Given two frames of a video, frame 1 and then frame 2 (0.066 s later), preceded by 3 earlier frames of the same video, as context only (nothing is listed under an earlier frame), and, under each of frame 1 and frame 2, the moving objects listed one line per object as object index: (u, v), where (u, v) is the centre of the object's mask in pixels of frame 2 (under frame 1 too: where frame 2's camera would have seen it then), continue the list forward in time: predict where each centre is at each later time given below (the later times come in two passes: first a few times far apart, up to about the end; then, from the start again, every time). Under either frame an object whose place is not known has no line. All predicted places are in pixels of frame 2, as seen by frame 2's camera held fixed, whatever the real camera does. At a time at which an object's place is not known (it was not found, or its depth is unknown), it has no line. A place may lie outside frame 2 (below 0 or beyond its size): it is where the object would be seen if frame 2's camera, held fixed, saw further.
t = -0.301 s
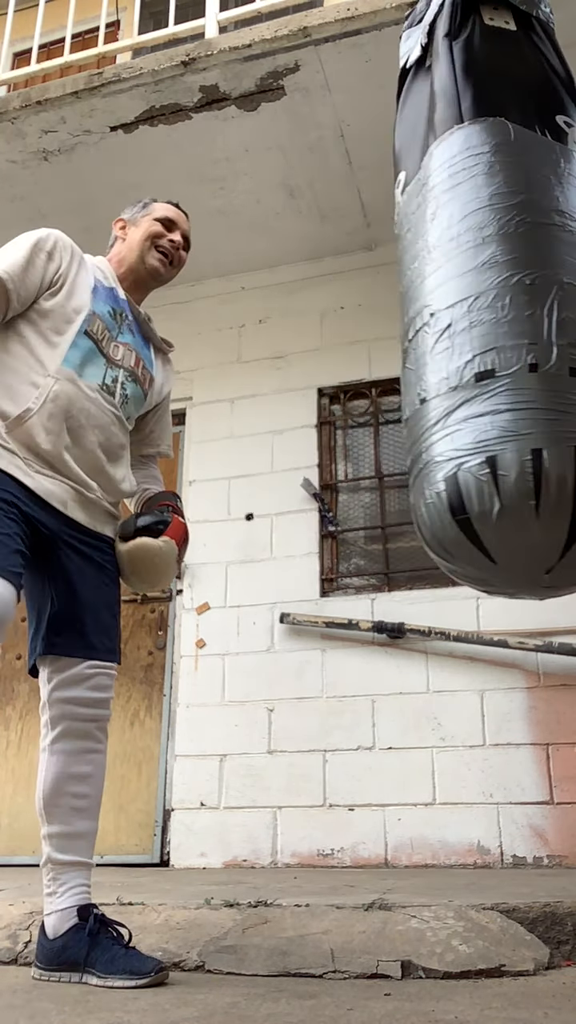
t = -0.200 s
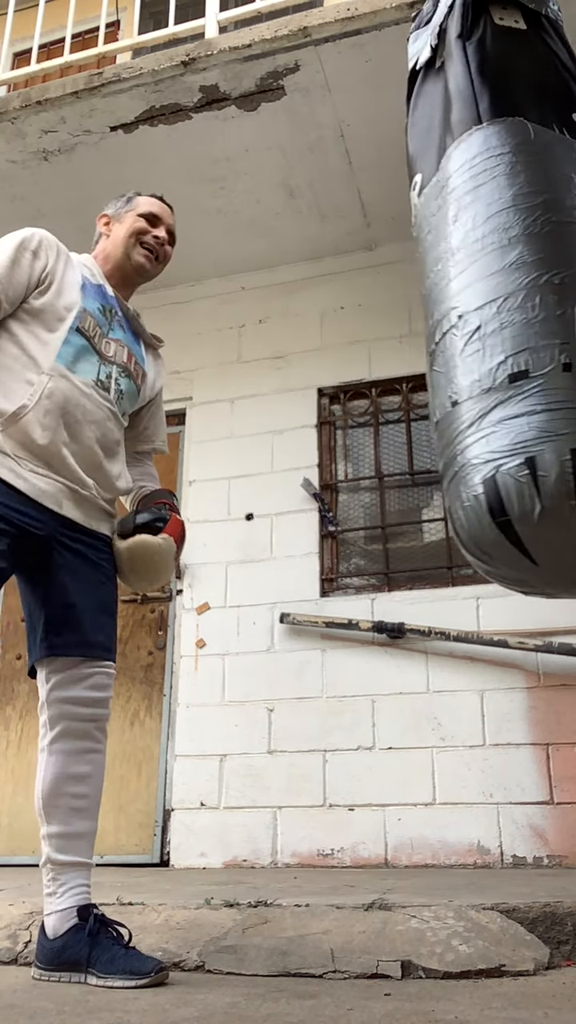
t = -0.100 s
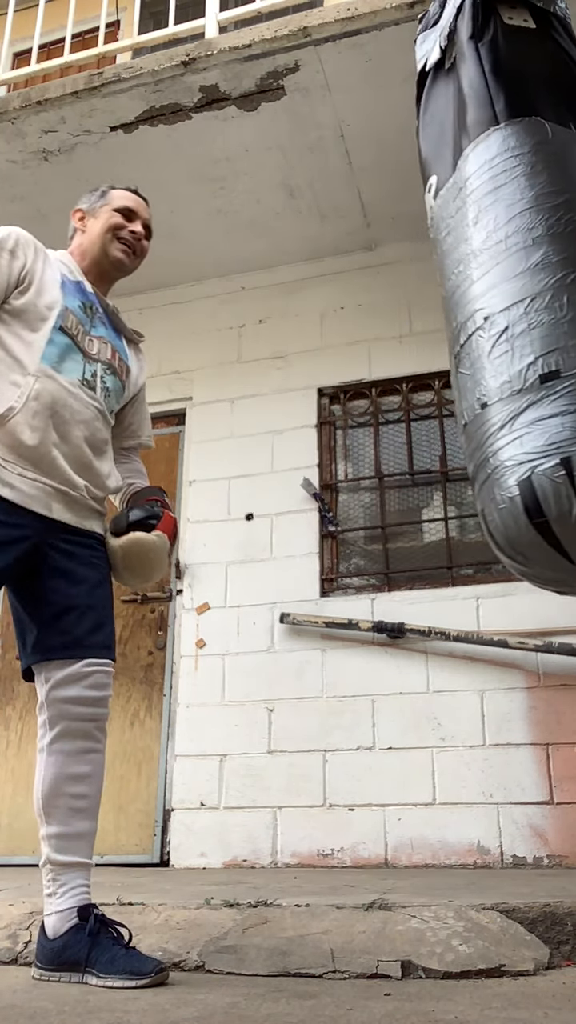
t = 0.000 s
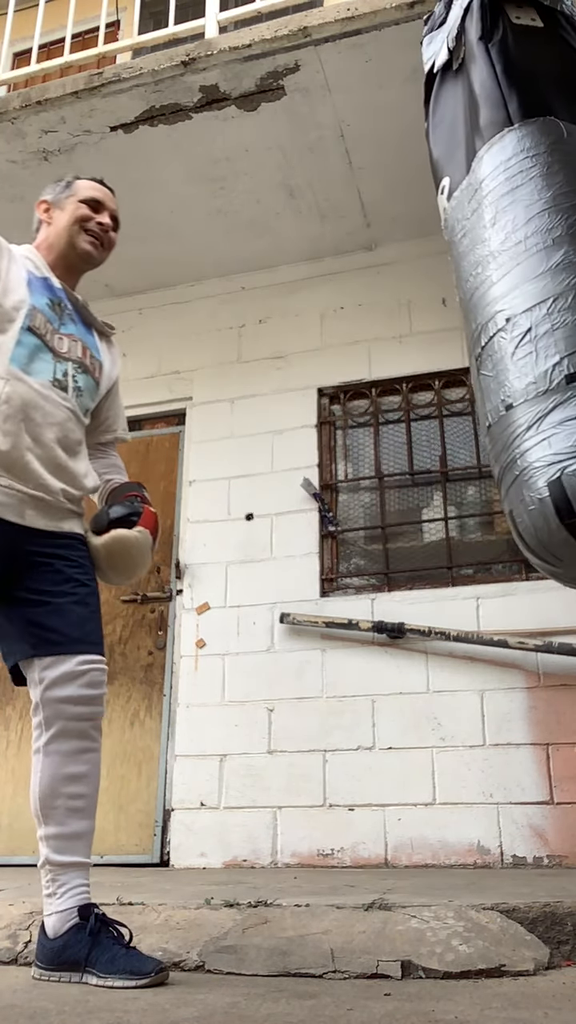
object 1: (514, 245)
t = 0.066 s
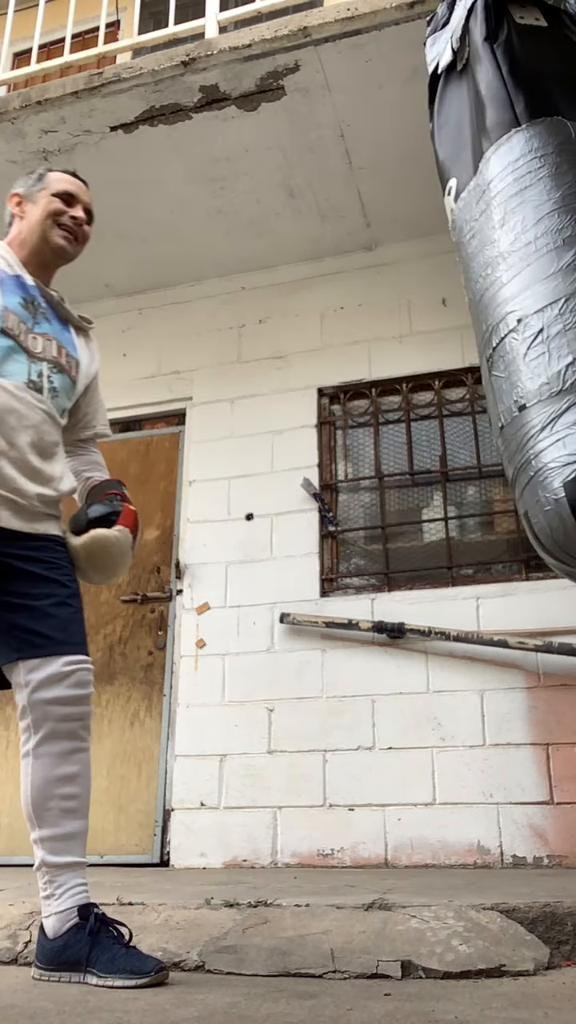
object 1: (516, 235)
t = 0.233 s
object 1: (519, 220)
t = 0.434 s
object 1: (518, 228)
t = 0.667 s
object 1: (508, 265)
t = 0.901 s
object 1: (486, 299)
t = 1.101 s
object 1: (456, 312)
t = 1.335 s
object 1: (427, 309)
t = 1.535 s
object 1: (428, 307)
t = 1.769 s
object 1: (460, 309)
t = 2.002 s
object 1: (491, 290)
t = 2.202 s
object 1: (508, 261)
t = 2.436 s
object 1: (518, 230)
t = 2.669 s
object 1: (518, 229)
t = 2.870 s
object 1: (512, 254)
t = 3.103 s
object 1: (494, 289)
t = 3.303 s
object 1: (471, 309)
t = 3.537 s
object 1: (436, 309)
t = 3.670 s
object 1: (428, 308)
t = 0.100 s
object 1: (517, 231)
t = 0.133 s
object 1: (518, 227)
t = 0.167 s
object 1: (519, 224)
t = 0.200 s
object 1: (519, 221)
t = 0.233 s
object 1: (519, 220)
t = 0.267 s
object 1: (519, 219)
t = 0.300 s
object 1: (519, 219)
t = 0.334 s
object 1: (519, 220)
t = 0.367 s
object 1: (519, 223)
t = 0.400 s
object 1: (518, 225)
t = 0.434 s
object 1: (518, 228)
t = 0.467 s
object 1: (517, 233)
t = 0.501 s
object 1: (516, 237)
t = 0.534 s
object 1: (515, 242)
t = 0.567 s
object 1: (514, 248)
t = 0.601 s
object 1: (512, 254)
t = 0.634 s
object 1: (510, 260)
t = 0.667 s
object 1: (508, 265)
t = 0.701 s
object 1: (505, 271)
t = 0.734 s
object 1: (502, 276)
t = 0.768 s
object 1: (499, 282)
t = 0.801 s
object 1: (496, 286)
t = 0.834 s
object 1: (493, 291)
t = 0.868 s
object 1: (489, 295)
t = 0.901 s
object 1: (486, 299)
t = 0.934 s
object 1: (482, 303)
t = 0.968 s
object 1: (478, 306)
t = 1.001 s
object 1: (473, 308)
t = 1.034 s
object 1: (468, 311)
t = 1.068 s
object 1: (462, 312)
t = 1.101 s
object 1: (456, 312)
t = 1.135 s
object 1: (450, 311)
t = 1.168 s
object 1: (444, 311)
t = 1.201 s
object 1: (439, 310)
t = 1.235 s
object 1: (435, 309)
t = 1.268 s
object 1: (432, 309)
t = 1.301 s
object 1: (429, 309)
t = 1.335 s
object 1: (427, 309)
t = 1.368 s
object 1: (425, 308)
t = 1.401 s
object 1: (424, 308)
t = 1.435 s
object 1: (424, 308)
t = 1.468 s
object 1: (425, 308)
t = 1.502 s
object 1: (426, 308)
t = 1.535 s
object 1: (428, 307)
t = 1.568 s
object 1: (431, 308)
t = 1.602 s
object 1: (434, 308)
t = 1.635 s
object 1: (438, 308)
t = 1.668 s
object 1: (443, 308)
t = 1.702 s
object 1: (448, 308)
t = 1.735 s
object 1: (454, 309)
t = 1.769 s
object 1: (460, 309)
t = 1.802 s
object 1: (466, 308)
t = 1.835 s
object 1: (472, 306)
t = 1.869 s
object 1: (476, 304)
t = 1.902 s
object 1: (481, 301)
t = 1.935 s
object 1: (484, 297)
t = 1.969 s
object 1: (488, 294)
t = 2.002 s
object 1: (491, 290)
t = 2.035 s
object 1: (495, 286)
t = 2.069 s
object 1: (498, 281)
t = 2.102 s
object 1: (501, 277)
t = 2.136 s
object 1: (503, 272)
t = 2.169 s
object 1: (506, 266)
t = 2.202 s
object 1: (508, 261)
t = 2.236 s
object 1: (511, 256)
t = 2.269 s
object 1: (512, 251)
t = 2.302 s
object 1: (514, 246)
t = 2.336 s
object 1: (515, 241)
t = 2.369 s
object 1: (516, 237)
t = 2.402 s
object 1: (517, 233)
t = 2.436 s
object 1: (518, 230)
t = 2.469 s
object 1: (518, 227)
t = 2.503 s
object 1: (519, 225)
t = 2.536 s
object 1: (519, 224)
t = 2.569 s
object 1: (519, 224)
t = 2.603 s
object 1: (519, 225)
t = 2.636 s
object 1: (518, 226)
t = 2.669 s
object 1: (518, 229)
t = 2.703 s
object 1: (518, 231)
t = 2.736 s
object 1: (517, 235)
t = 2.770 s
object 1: (516, 239)
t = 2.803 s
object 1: (515, 244)
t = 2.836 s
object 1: (514, 249)
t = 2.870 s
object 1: (512, 254)
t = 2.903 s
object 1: (510, 260)
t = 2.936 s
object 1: (508, 265)
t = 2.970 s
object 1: (506, 270)
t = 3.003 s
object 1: (503, 276)
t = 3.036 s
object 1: (500, 280)
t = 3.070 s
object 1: (497, 285)
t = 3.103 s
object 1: (494, 289)
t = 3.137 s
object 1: (491, 294)
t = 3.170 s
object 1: (487, 297)
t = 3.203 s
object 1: (484, 301)
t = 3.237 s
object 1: (480, 304)
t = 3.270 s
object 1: (476, 307)
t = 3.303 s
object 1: (471, 309)
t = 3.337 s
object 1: (466, 311)
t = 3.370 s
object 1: (460, 311)
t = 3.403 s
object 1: (455, 311)
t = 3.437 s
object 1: (449, 311)
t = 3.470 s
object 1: (444, 311)
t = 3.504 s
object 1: (440, 310)
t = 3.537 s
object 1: (436, 309)
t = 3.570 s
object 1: (433, 309)
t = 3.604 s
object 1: (431, 308)
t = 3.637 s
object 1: (429, 308)
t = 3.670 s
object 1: (428, 308)
